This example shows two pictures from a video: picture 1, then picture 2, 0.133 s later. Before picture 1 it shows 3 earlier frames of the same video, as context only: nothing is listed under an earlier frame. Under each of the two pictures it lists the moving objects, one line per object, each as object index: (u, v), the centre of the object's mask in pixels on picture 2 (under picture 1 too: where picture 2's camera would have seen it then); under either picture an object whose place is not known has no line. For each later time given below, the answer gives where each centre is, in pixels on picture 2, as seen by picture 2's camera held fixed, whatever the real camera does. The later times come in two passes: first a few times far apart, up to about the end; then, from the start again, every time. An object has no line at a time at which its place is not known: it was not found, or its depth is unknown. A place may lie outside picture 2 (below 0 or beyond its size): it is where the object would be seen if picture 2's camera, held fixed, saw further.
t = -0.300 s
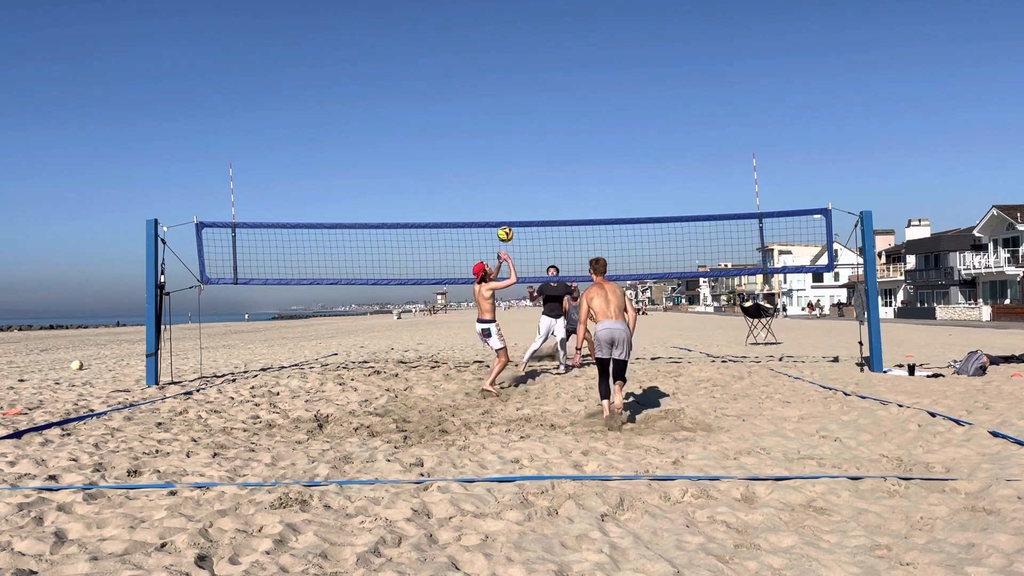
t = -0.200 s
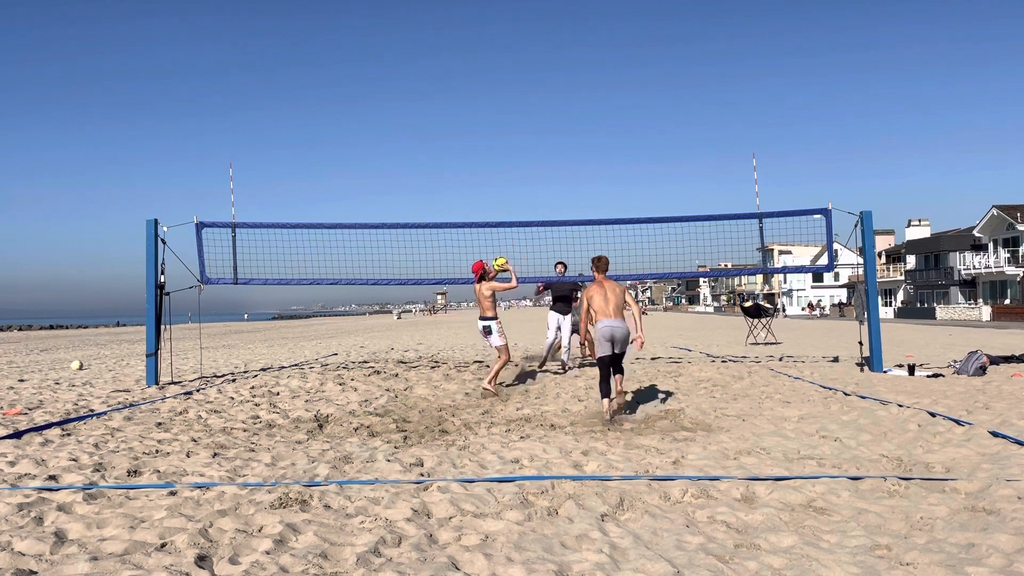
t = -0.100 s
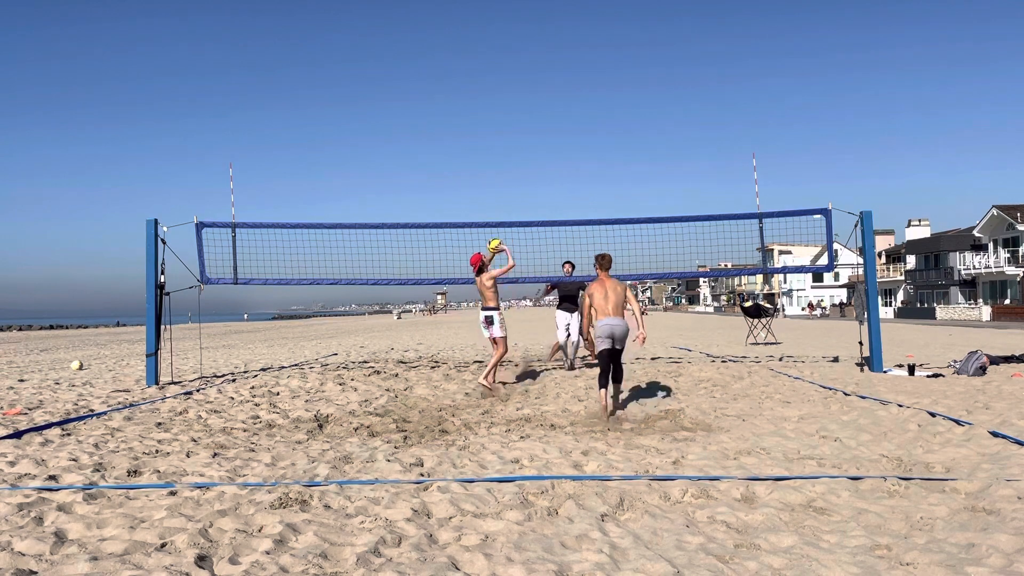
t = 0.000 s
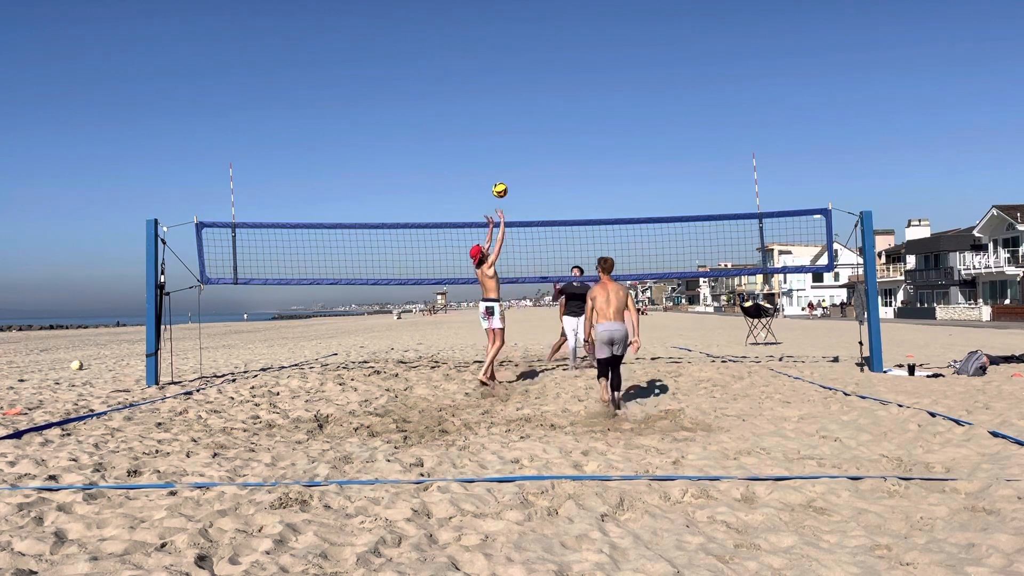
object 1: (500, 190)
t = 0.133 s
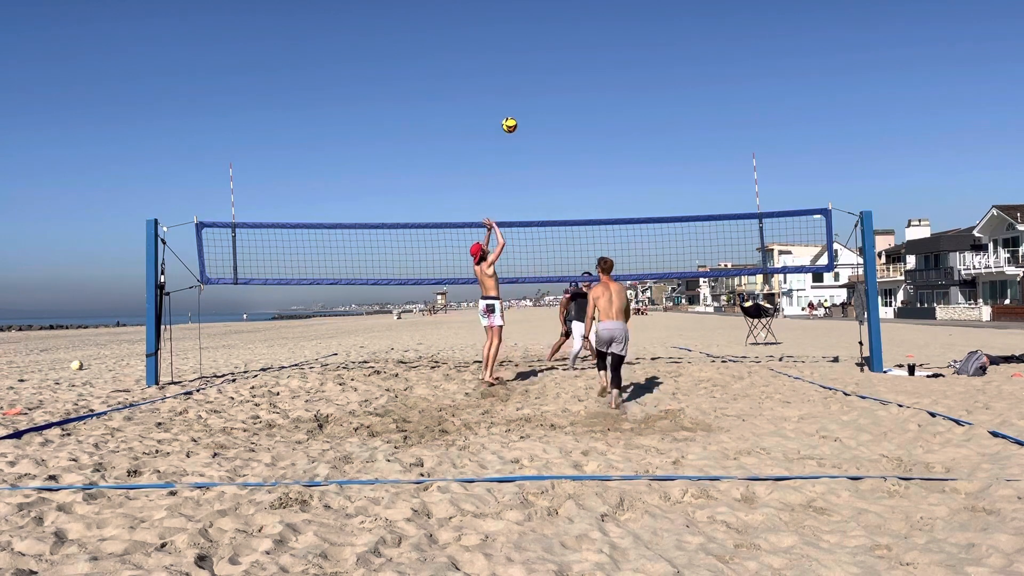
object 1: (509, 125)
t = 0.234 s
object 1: (517, 86)
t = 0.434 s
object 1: (534, 32)
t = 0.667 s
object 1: (553, 7)
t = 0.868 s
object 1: (571, 16)
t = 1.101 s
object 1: (591, 60)
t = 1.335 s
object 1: (611, 138)
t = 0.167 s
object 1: (512, 111)
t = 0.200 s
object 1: (514, 98)
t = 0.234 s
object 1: (517, 86)
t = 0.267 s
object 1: (520, 75)
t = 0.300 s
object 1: (522, 64)
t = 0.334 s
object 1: (525, 55)
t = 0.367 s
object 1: (528, 47)
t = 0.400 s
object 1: (531, 39)
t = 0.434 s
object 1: (534, 32)
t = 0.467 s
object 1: (537, 26)
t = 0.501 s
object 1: (539, 21)
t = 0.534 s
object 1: (542, 16)
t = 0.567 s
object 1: (545, 13)
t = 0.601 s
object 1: (548, 10)
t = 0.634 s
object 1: (551, 8)
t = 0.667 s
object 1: (553, 7)
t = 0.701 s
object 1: (556, 7)
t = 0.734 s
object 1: (559, 7)
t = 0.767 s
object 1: (562, 8)
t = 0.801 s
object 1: (565, 9)
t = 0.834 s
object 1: (568, 12)
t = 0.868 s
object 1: (571, 16)
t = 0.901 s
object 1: (573, 20)
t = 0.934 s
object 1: (577, 25)
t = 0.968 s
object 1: (579, 30)
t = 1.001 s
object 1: (582, 36)
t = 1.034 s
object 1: (585, 43)
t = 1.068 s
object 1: (588, 51)
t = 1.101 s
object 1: (591, 60)
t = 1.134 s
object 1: (594, 69)
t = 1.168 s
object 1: (597, 79)
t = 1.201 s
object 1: (600, 89)
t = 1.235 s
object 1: (603, 101)
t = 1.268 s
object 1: (606, 112)
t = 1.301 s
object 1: (608, 125)
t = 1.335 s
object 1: (611, 138)
